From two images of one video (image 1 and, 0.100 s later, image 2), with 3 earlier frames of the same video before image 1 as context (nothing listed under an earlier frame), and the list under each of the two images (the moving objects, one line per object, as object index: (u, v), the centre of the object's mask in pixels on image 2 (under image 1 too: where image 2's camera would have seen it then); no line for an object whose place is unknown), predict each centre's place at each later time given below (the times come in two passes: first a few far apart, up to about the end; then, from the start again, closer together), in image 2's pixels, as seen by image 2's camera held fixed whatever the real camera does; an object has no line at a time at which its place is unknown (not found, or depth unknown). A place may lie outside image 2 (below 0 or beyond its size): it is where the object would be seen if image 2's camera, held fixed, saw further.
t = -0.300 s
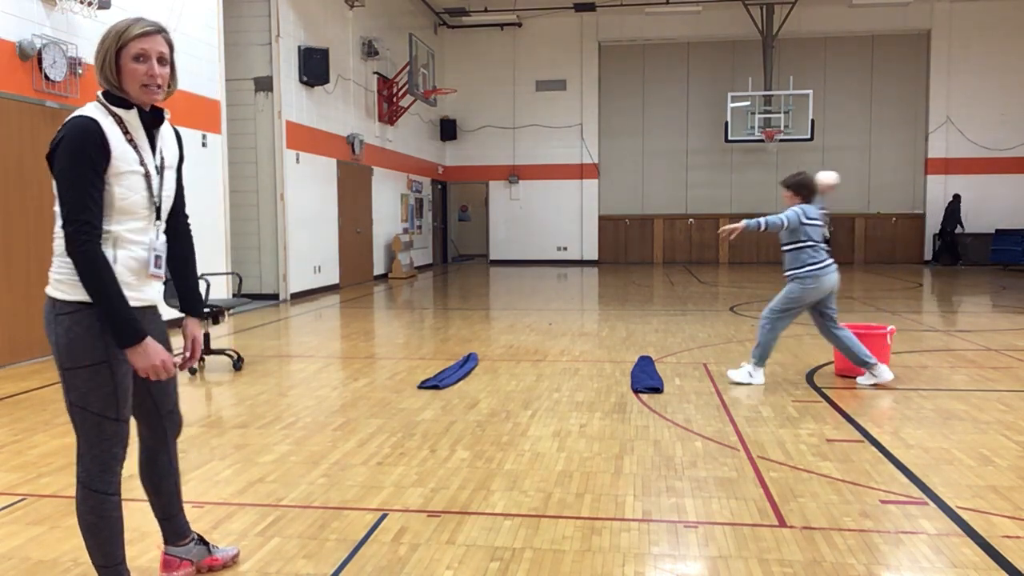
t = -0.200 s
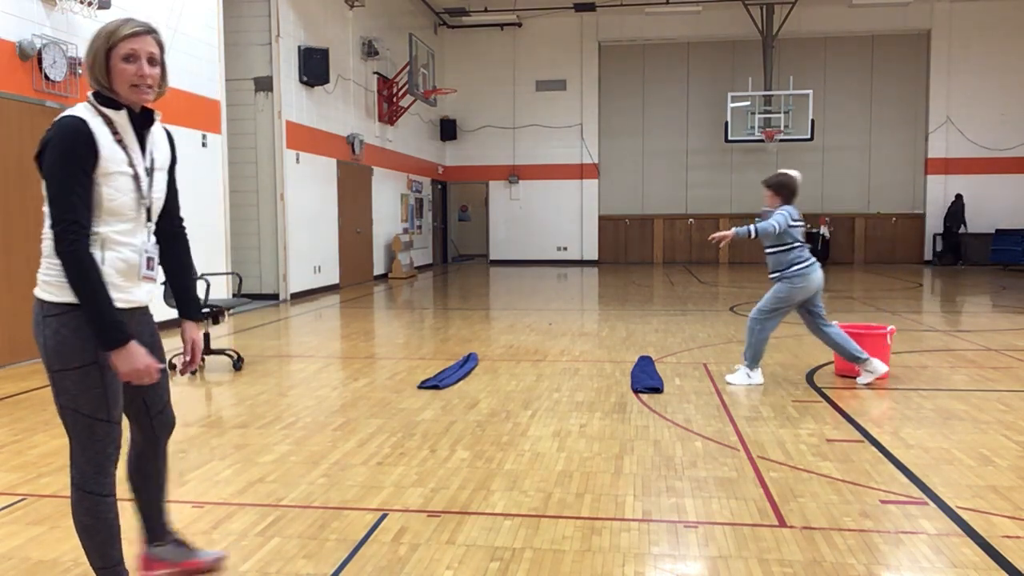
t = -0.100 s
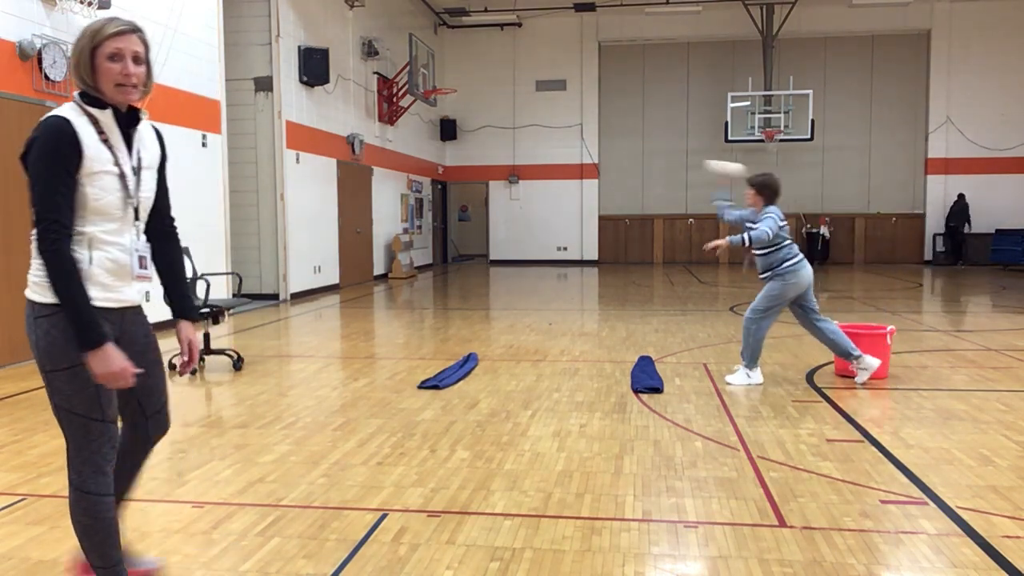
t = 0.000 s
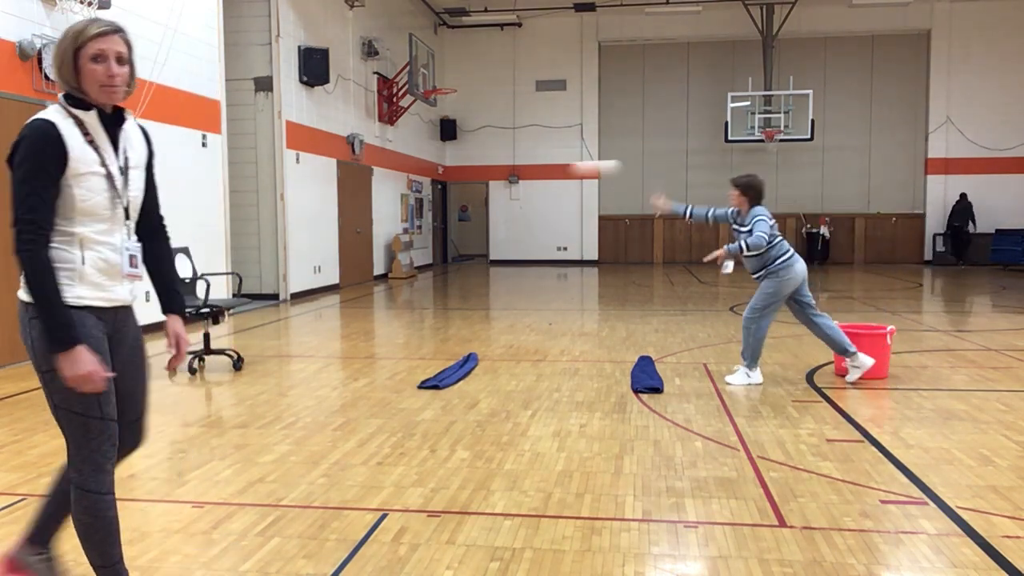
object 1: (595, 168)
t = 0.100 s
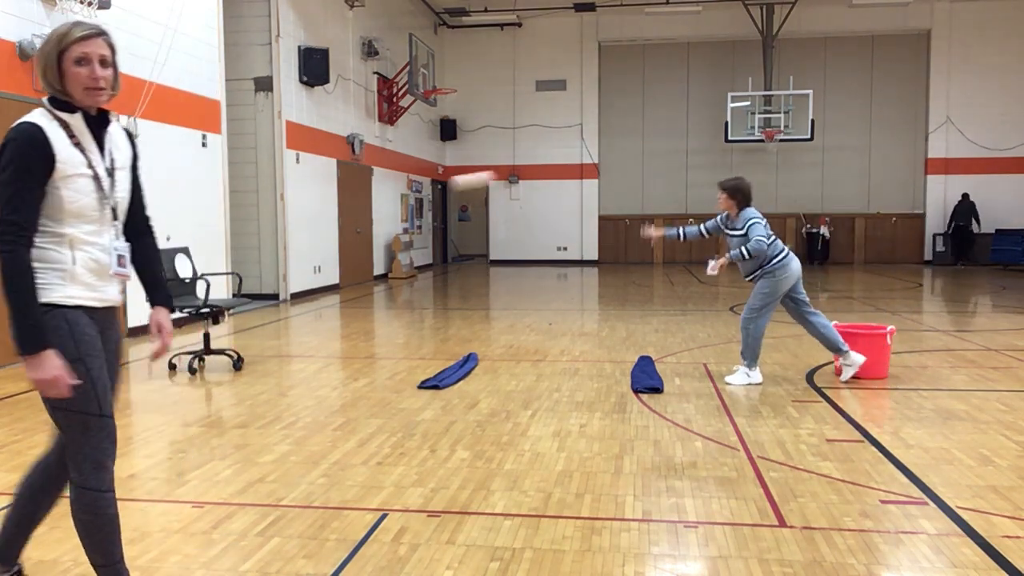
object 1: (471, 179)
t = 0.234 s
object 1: (329, 212)
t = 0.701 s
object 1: (366, 359)
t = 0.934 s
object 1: (455, 319)
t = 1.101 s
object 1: (516, 327)
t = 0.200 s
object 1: (360, 203)
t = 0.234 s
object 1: (329, 212)
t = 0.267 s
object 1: (295, 223)
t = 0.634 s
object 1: (328, 330)
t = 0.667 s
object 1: (347, 344)
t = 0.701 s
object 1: (366, 359)
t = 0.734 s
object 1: (382, 358)
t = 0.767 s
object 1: (394, 347)
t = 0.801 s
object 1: (407, 338)
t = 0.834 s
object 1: (419, 331)
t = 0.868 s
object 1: (431, 326)
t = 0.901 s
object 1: (443, 322)
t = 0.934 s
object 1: (455, 319)
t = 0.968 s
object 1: (468, 318)
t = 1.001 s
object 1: (480, 318)
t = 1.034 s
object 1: (492, 320)
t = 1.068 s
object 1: (504, 323)
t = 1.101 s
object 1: (516, 327)
